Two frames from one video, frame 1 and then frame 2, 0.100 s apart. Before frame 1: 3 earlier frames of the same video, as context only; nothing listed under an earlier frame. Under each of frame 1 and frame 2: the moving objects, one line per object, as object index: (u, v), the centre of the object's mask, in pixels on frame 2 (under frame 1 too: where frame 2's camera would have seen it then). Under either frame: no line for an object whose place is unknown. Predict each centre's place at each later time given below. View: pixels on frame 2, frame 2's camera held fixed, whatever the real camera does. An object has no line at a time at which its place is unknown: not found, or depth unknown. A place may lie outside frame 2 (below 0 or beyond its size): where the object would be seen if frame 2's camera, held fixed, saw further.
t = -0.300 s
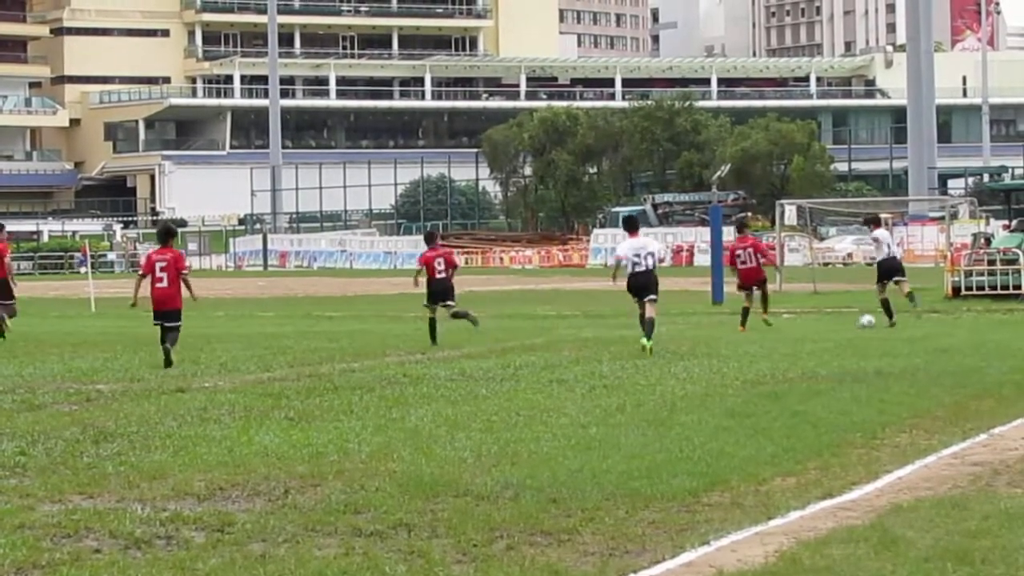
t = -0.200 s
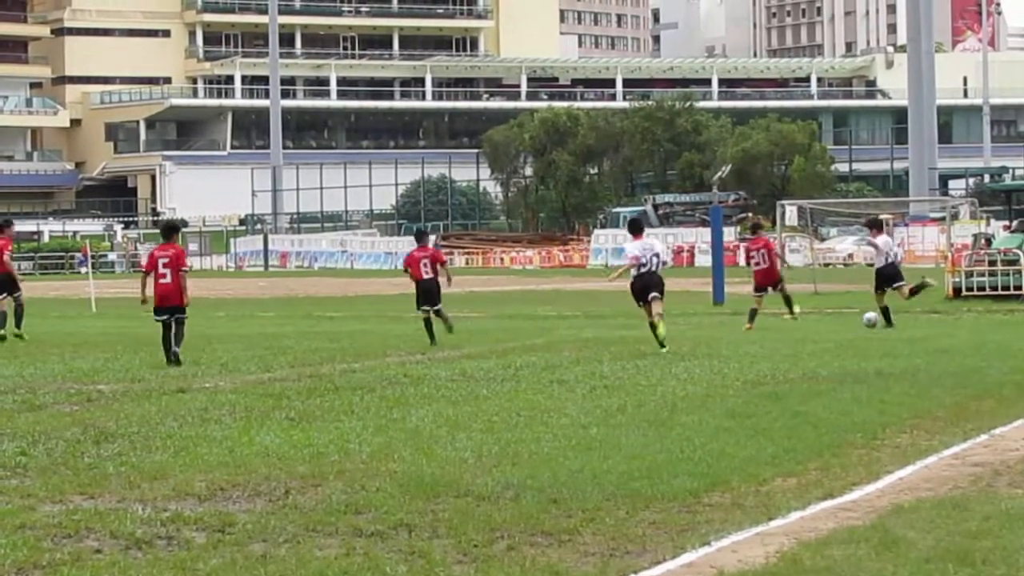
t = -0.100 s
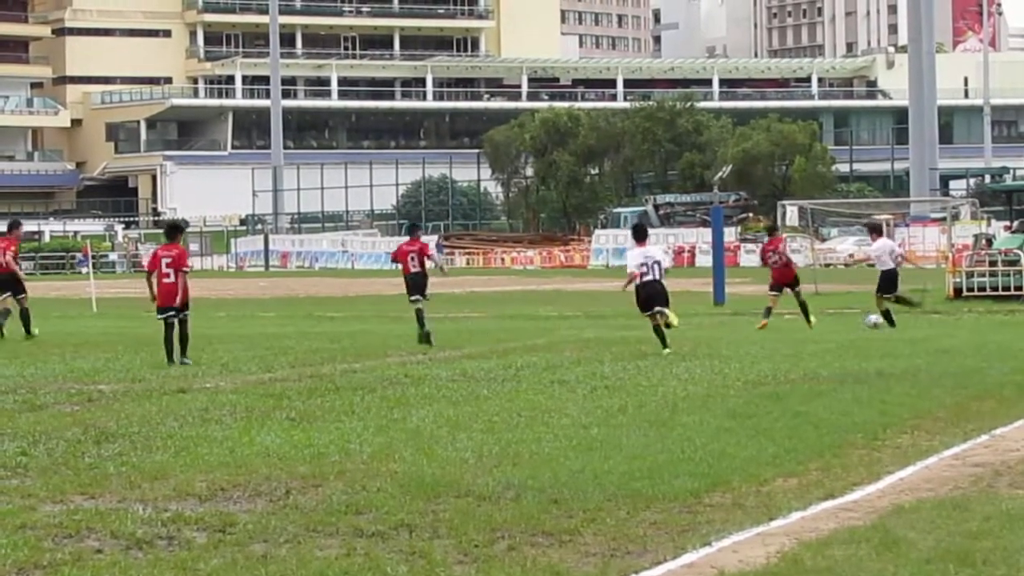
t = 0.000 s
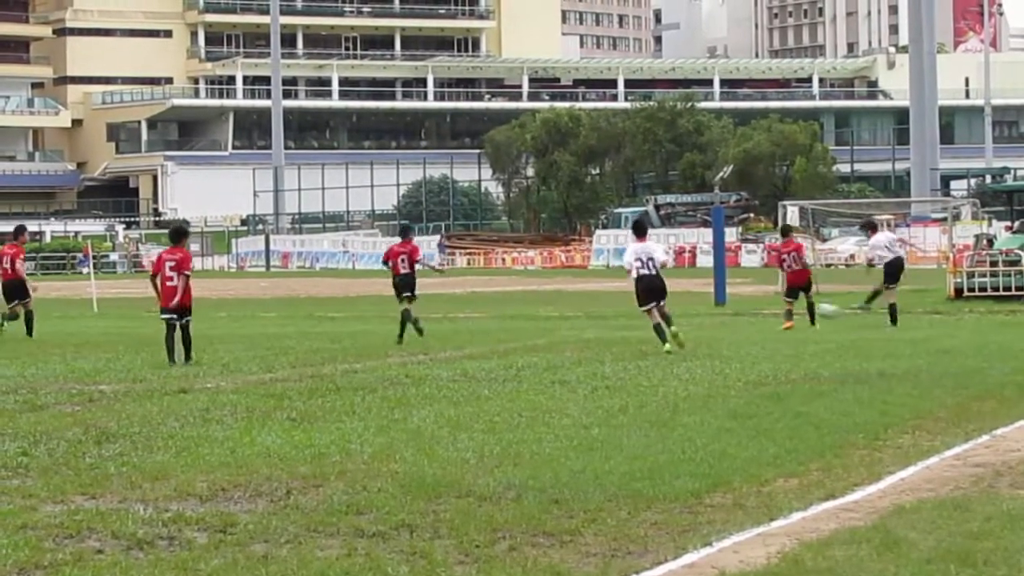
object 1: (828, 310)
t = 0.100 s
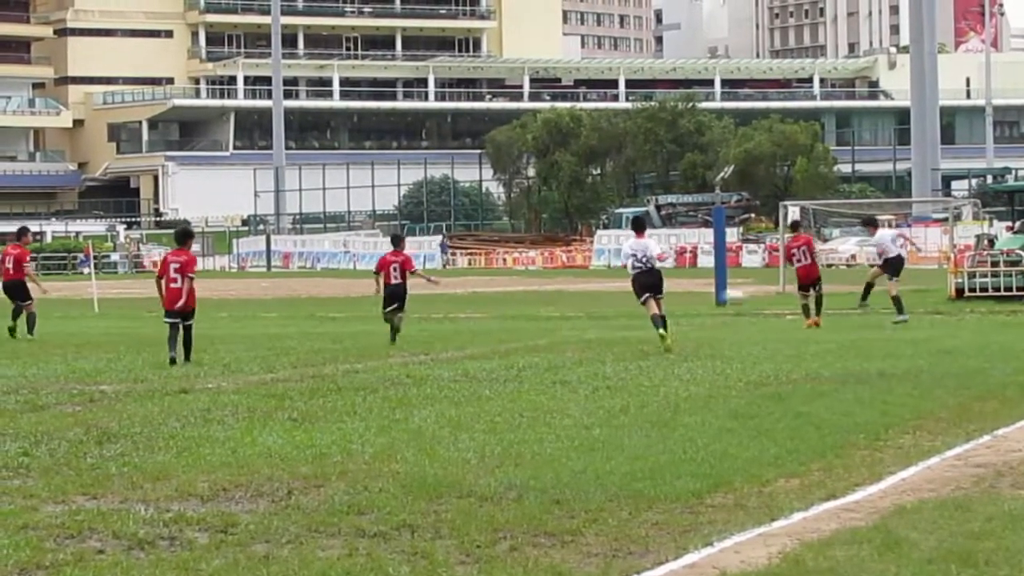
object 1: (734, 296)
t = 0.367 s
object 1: (487, 300)
